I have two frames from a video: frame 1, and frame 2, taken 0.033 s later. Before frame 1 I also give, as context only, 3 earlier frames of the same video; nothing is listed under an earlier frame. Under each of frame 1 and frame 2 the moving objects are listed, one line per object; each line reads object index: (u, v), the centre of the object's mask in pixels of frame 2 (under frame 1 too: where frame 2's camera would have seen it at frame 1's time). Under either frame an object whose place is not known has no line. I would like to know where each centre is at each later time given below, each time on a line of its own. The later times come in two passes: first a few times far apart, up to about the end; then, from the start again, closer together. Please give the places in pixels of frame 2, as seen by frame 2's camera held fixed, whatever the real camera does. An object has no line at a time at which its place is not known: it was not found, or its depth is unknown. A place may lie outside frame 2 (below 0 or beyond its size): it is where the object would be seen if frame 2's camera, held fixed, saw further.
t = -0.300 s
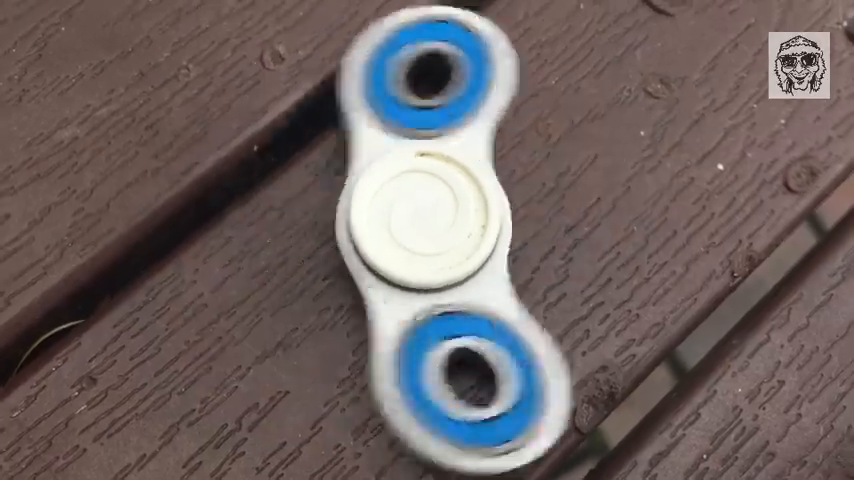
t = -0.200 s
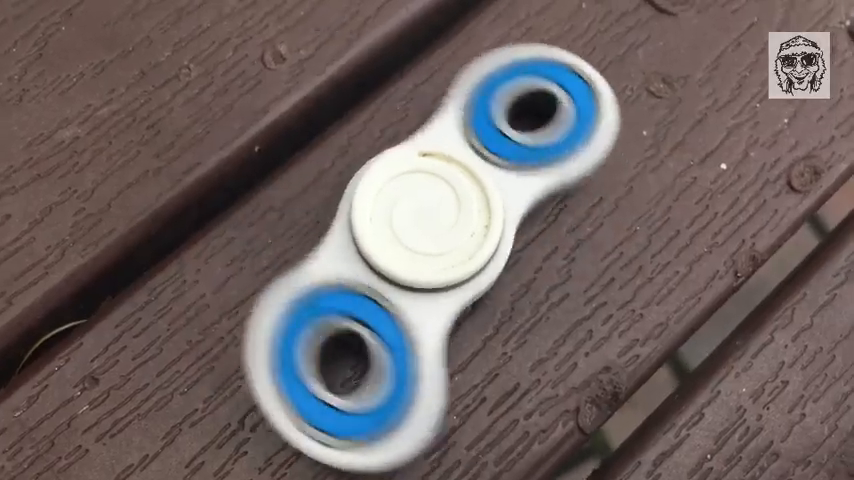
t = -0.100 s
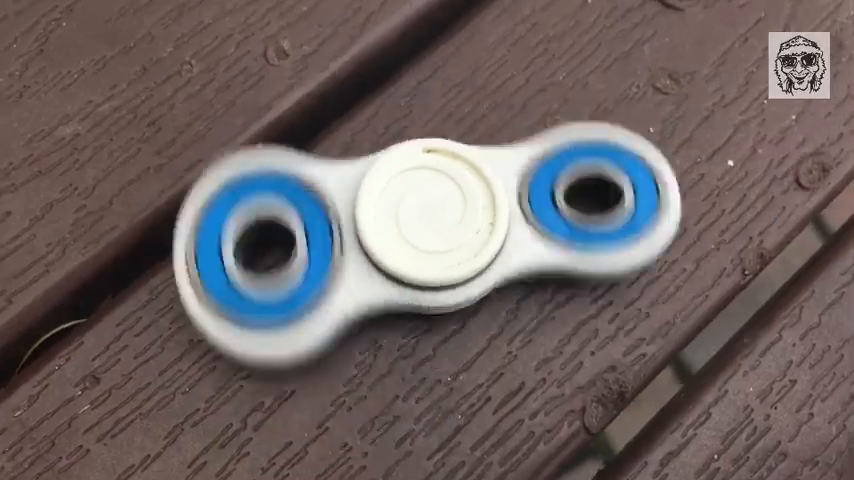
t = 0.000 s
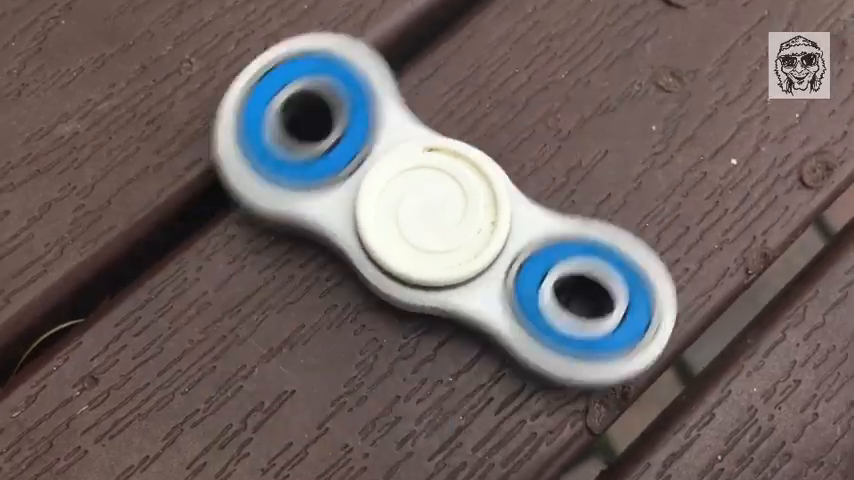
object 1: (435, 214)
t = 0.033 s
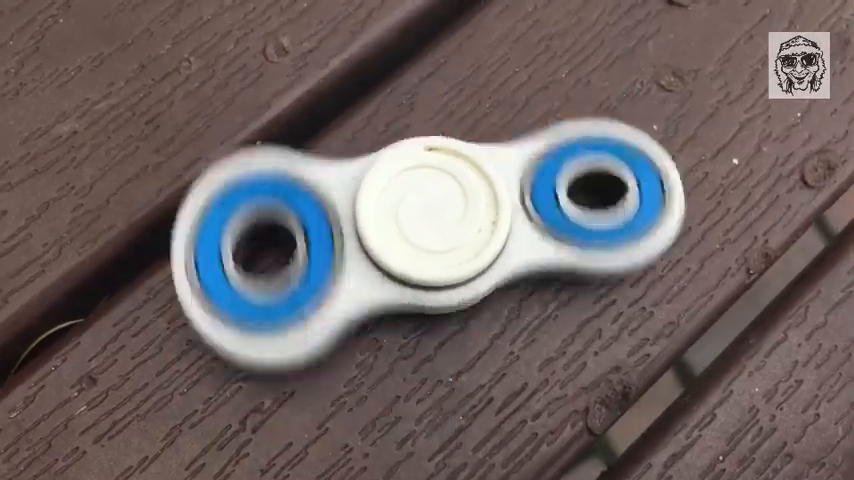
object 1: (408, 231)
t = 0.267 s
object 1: (436, 215)
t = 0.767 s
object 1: (446, 251)
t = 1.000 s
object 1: (409, 243)
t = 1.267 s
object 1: (409, 227)
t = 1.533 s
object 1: (424, 217)
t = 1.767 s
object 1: (451, 257)
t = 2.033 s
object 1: (431, 253)
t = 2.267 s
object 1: (424, 217)
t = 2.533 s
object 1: (454, 233)
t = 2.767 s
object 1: (415, 250)
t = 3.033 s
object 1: (423, 219)
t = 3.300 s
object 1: (458, 252)
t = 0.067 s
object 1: (427, 255)
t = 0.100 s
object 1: (452, 240)
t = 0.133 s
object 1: (436, 215)
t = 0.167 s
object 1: (408, 230)
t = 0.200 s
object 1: (426, 255)
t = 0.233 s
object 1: (452, 243)
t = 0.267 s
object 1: (436, 215)
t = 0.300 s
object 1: (408, 229)
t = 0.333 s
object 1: (425, 255)
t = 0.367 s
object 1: (452, 244)
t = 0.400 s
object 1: (439, 215)
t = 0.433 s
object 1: (409, 227)
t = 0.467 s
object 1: (423, 254)
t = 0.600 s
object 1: (419, 253)
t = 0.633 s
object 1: (449, 250)
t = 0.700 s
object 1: (413, 221)
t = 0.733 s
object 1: (416, 250)
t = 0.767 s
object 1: (446, 251)
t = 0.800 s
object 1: (449, 223)
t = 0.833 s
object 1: (417, 218)
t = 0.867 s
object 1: (412, 248)
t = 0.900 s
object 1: (442, 249)
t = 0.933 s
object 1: (452, 229)
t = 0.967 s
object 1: (422, 216)
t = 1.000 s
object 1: (409, 243)
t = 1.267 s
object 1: (409, 227)
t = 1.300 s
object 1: (422, 254)
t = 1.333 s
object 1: (450, 251)
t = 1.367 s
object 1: (445, 220)
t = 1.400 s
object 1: (415, 221)
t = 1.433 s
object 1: (414, 249)
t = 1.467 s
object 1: (443, 253)
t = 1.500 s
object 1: (453, 231)
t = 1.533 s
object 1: (424, 217)
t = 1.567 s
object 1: (409, 241)
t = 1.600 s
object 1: (434, 255)
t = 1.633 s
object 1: (455, 245)
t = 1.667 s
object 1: (434, 215)
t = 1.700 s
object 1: (409, 232)
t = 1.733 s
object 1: (424, 255)
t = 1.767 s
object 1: (451, 257)
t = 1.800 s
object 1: (446, 222)
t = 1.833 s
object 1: (416, 221)
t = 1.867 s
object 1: (414, 249)
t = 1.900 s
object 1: (441, 258)
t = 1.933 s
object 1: (455, 238)
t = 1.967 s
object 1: (426, 216)
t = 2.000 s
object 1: (408, 238)
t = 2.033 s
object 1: (431, 253)
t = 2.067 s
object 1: (454, 249)
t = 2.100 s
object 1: (440, 218)
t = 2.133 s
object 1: (412, 225)
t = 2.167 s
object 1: (417, 252)
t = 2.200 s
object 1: (445, 253)
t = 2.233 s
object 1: (453, 231)
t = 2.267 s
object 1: (424, 217)
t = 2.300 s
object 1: (410, 241)
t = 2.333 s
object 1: (433, 252)
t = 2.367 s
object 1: (455, 249)
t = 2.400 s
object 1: (441, 218)
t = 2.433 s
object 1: (413, 226)
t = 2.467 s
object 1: (418, 253)
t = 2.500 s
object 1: (445, 255)
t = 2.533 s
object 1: (454, 233)
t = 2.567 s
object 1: (425, 216)
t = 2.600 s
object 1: (409, 239)
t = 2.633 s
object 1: (432, 251)
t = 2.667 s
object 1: (453, 245)
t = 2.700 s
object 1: (443, 218)
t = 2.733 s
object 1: (414, 223)
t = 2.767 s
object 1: (415, 250)
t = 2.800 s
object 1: (441, 248)
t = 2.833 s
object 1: (455, 239)
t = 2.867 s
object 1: (433, 218)
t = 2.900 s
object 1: (410, 233)
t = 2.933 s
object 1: (424, 255)
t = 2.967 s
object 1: (449, 259)
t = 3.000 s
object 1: (453, 232)
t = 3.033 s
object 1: (423, 219)
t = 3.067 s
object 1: (411, 242)
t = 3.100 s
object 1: (430, 261)
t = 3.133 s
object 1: (455, 257)
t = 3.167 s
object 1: (445, 222)
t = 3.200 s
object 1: (415, 223)
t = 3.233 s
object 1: (414, 249)
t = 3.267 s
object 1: (436, 265)
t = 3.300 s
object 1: (458, 252)
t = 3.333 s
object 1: (436, 219)
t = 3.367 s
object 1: (411, 229)
